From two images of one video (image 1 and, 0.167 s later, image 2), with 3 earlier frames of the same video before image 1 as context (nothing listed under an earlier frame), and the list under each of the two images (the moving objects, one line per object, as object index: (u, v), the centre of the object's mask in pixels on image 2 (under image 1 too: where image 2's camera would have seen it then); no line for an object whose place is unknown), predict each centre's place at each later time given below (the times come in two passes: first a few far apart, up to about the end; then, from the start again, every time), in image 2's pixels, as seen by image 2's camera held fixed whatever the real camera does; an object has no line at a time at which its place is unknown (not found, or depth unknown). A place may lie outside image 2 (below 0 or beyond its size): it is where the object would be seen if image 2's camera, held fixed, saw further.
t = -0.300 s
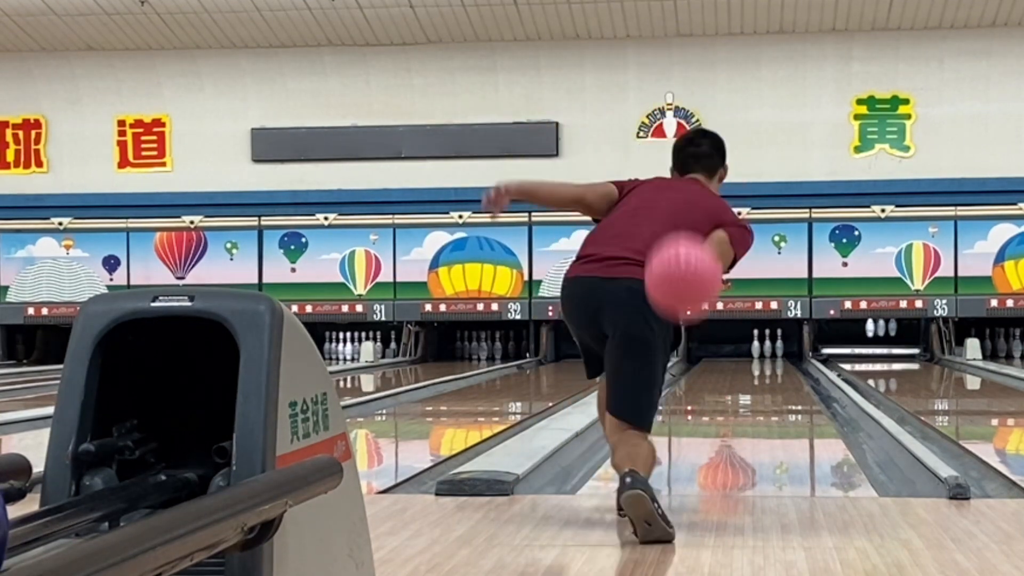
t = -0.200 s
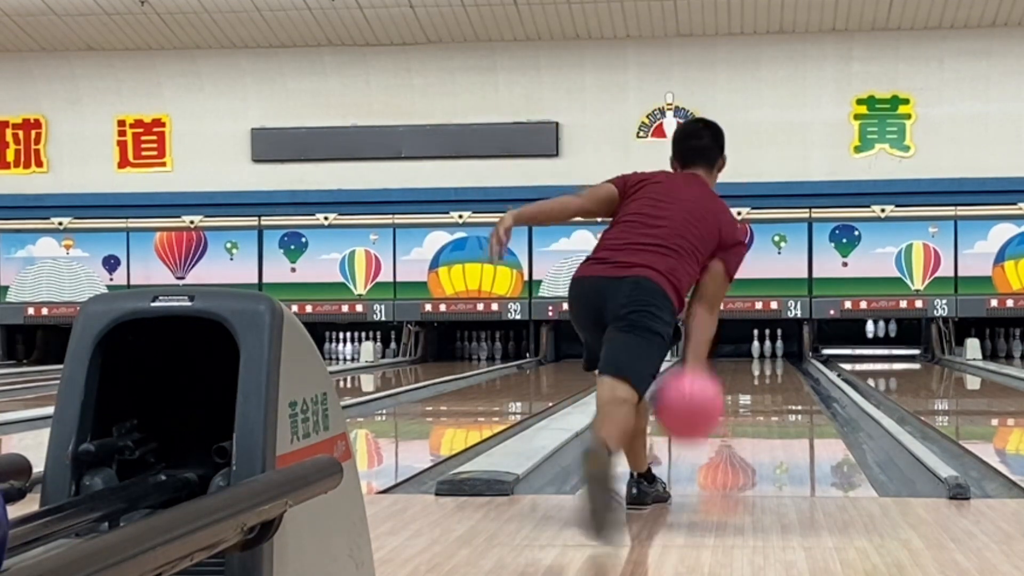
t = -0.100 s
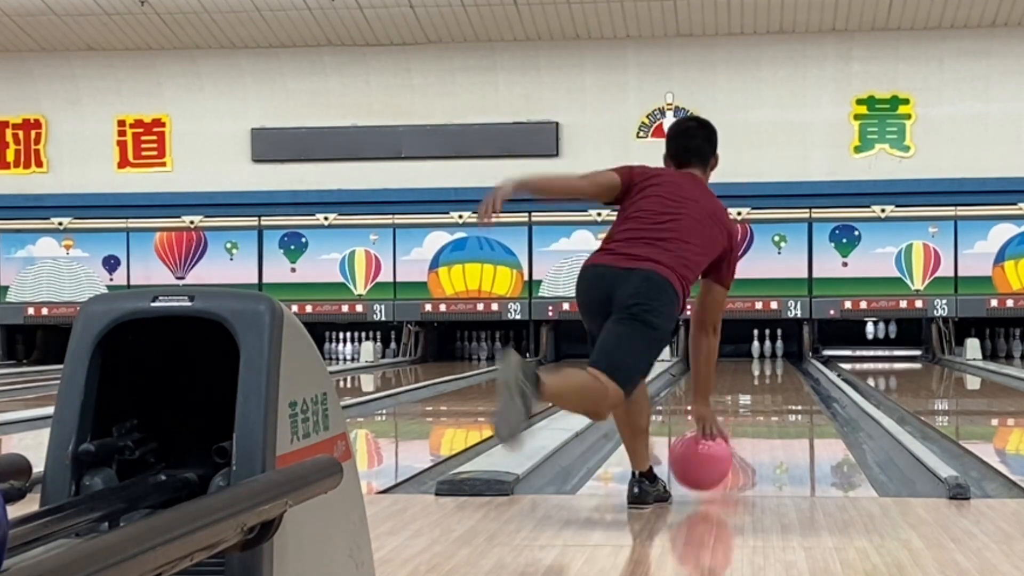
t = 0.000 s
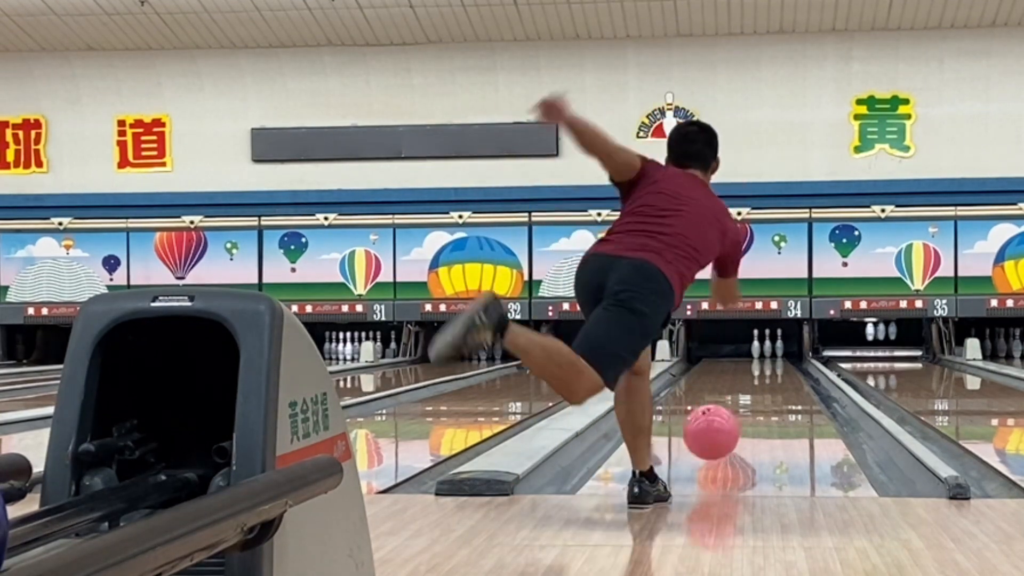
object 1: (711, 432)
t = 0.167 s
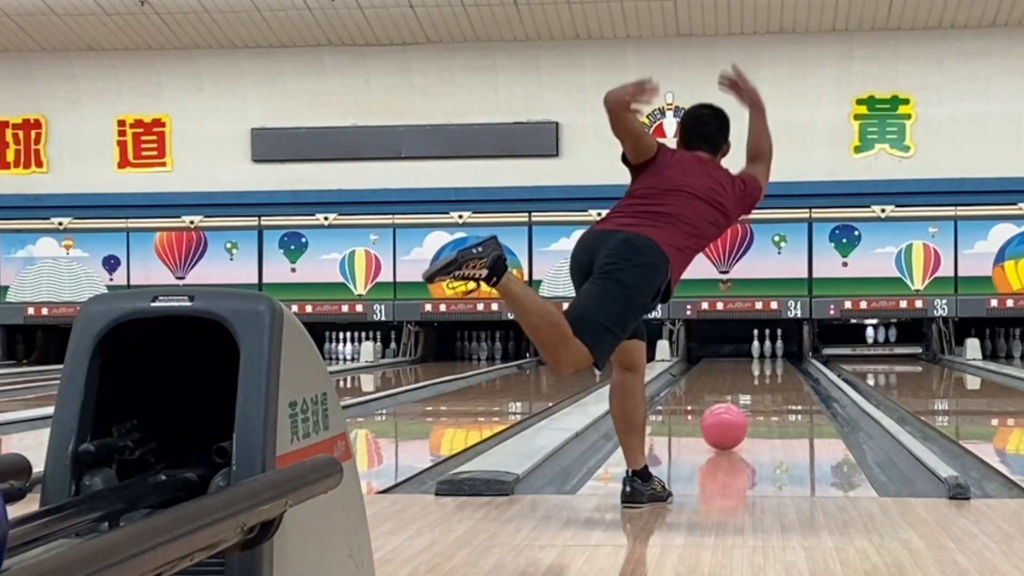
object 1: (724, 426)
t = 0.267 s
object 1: (729, 417)
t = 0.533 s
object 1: (740, 396)
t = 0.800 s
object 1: (748, 382)
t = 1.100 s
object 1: (753, 371)
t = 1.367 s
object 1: (756, 363)
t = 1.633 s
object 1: (759, 358)
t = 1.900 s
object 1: (760, 354)
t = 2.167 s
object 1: (762, 350)
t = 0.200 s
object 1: (726, 424)
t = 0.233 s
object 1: (728, 420)
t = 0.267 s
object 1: (729, 417)
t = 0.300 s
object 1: (731, 414)
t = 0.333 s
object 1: (732, 410)
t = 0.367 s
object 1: (734, 408)
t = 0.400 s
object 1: (736, 405)
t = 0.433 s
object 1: (736, 402)
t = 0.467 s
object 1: (738, 400)
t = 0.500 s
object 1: (739, 398)
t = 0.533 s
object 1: (740, 396)
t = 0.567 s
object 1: (741, 394)
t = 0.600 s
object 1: (742, 393)
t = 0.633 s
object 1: (743, 391)
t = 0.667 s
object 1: (744, 389)
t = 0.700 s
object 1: (746, 387)
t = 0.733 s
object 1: (746, 386)
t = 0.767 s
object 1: (747, 384)
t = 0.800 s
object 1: (748, 382)
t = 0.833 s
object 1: (748, 381)
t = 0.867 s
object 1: (749, 379)
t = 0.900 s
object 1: (750, 378)
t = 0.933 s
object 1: (751, 377)
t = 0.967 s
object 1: (751, 376)
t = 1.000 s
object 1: (752, 374)
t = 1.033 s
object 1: (752, 373)
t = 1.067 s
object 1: (753, 372)
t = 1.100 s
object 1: (753, 371)
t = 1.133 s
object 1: (754, 370)
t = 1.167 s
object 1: (754, 369)
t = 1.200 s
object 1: (754, 368)
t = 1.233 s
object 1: (755, 367)
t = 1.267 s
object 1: (755, 366)
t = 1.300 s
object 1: (756, 365)
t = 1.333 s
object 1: (756, 364)
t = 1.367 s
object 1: (756, 363)
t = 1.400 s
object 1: (757, 363)
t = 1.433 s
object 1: (757, 362)
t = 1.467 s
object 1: (758, 361)
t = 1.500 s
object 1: (758, 360)
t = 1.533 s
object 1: (758, 360)
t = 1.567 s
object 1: (759, 359)
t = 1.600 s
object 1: (759, 358)
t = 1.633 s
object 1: (759, 358)
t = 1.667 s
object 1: (759, 358)
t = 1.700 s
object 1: (759, 357)
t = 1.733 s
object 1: (759, 356)
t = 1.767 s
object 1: (760, 356)
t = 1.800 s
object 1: (760, 355)
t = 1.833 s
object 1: (760, 355)
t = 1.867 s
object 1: (760, 354)
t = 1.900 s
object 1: (760, 354)
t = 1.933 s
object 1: (760, 354)
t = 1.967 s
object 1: (760, 353)
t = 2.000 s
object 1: (760, 353)
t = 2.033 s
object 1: (760, 352)
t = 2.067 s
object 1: (760, 351)
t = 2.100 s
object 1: (760, 351)
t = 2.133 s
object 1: (760, 351)
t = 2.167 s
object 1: (762, 350)
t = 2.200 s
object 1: (763, 350)
